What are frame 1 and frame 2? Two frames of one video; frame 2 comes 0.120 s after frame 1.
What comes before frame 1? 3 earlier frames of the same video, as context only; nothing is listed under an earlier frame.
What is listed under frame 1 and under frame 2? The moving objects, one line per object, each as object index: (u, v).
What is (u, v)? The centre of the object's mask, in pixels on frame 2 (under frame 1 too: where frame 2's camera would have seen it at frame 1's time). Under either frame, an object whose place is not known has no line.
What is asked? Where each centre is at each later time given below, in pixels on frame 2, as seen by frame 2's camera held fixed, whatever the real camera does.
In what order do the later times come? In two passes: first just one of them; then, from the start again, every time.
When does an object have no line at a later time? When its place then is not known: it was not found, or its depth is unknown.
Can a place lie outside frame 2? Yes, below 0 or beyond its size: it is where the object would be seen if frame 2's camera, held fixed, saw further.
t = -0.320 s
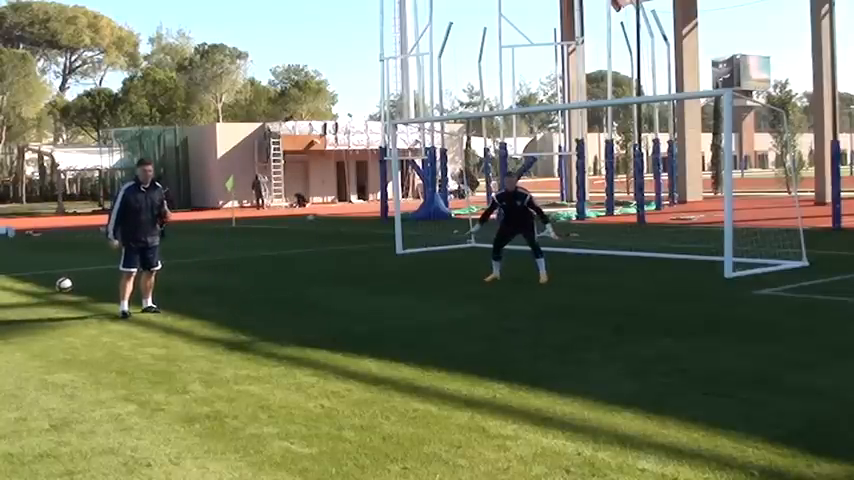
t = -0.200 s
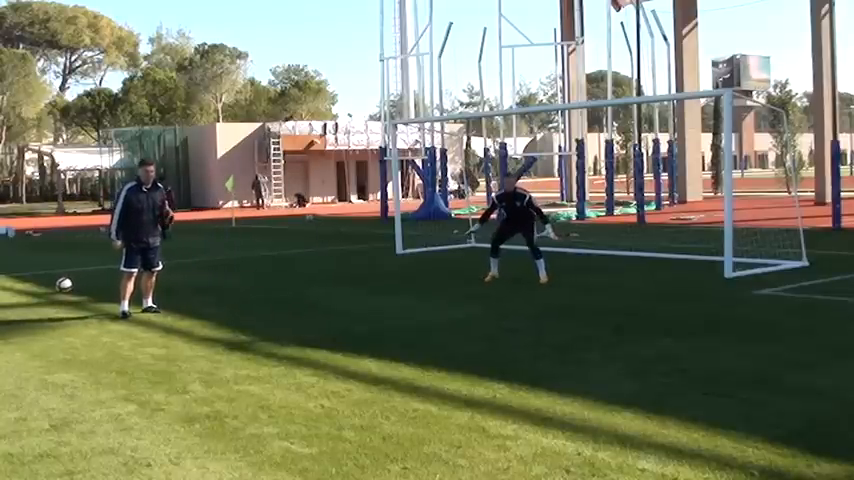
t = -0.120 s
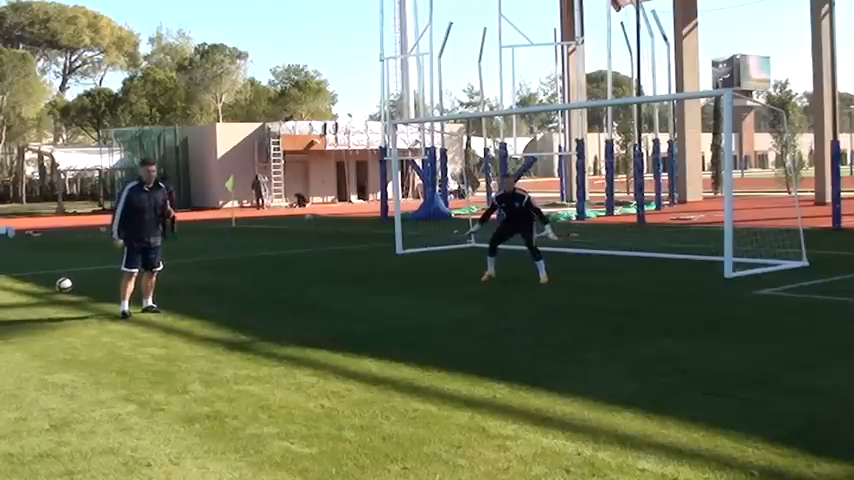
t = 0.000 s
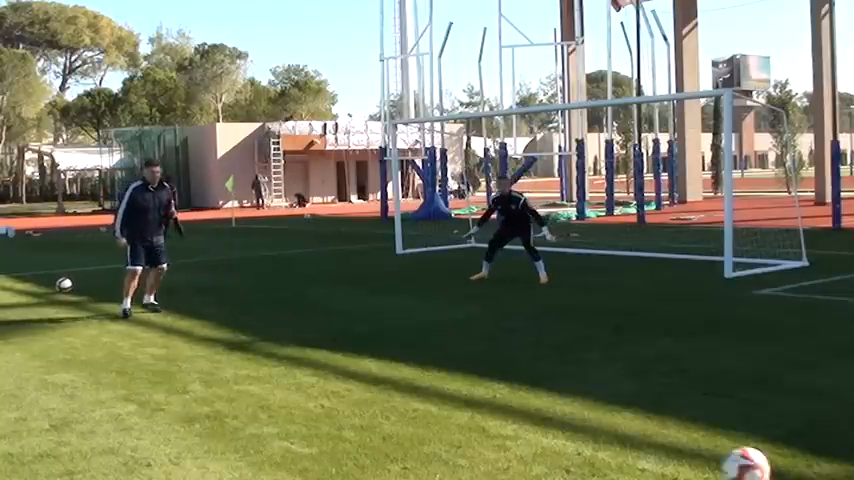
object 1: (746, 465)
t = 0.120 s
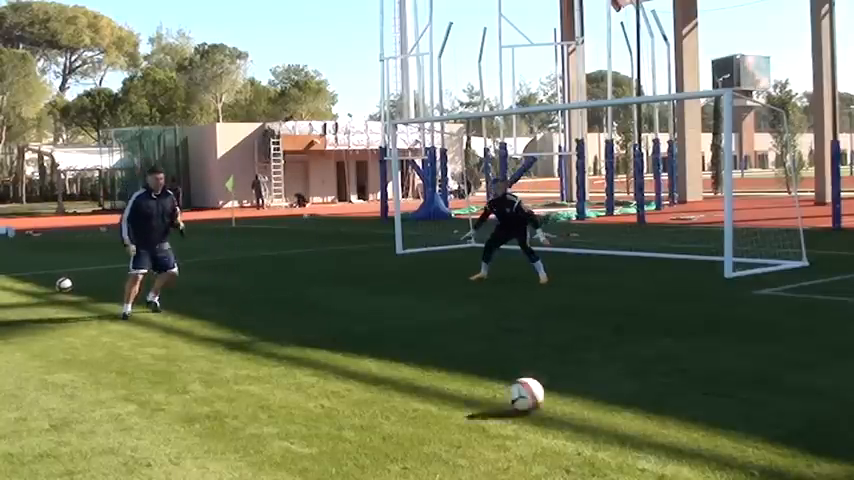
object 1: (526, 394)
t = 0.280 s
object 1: (369, 345)
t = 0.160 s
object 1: (476, 380)
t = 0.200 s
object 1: (434, 368)
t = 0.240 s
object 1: (399, 355)
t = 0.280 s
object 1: (369, 345)
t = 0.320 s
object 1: (342, 337)
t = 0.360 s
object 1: (317, 330)
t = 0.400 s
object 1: (297, 323)
